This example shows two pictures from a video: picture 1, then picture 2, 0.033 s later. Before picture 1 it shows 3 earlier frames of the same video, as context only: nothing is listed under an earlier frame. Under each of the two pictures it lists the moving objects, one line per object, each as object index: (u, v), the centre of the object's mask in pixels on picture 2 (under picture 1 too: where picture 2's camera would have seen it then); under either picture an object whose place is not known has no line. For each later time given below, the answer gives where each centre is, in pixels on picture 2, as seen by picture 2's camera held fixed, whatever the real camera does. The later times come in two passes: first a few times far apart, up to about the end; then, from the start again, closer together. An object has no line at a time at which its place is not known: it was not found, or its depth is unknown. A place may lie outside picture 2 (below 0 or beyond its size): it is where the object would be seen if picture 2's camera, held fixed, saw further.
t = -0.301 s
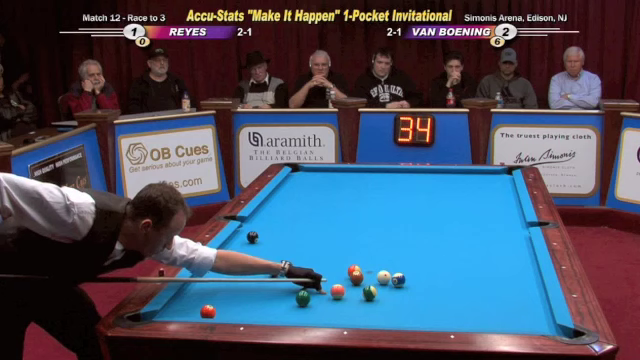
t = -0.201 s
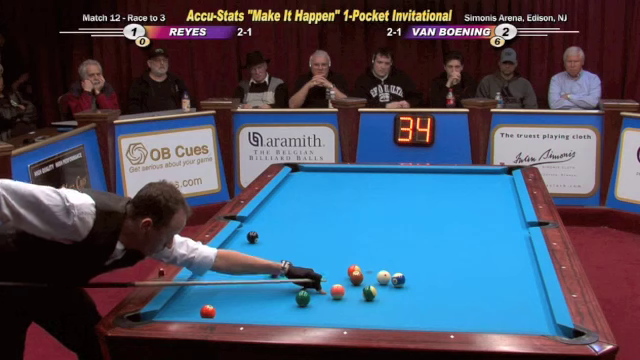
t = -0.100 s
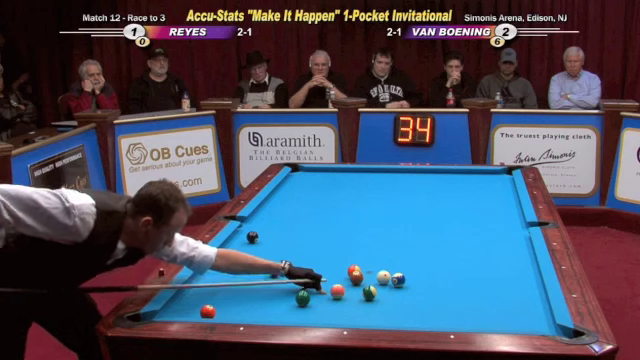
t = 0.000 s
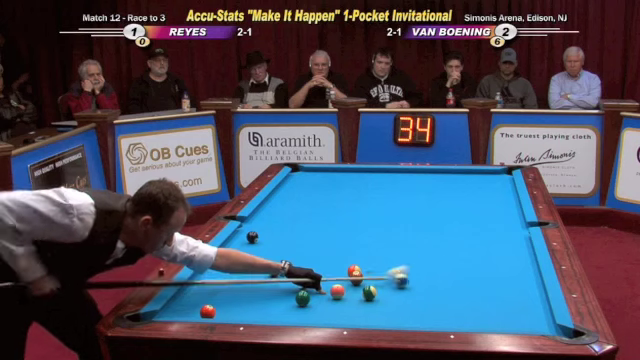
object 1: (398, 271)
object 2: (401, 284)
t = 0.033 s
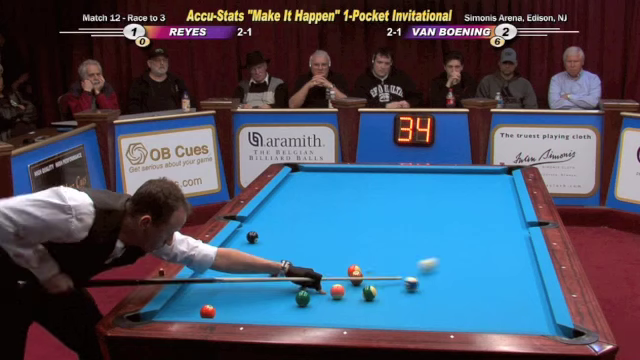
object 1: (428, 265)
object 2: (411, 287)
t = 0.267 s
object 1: (466, 228)
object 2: (473, 306)
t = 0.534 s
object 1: (352, 205)
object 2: (547, 327)
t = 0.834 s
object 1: (282, 187)
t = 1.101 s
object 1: (335, 180)
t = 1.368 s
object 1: (377, 173)
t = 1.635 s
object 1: (413, 172)
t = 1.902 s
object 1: (449, 177)
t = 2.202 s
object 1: (489, 183)
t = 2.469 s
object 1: (502, 188)
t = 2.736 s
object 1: (480, 194)
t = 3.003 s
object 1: (457, 199)
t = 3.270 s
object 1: (434, 205)
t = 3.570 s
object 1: (407, 211)
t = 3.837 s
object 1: (383, 217)
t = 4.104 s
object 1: (359, 222)
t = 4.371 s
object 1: (334, 228)
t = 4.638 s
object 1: (309, 234)
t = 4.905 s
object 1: (284, 240)
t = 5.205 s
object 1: (256, 246)
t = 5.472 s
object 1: (231, 252)
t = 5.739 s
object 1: (219, 257)
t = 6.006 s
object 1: (226, 262)
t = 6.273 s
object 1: (233, 266)
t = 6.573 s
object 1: (240, 270)
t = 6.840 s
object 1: (246, 273)
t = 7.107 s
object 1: (252, 277)
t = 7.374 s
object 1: (257, 280)
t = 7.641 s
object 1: (262, 282)
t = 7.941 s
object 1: (266, 285)
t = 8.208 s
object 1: (269, 287)
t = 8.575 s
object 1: (273, 290)
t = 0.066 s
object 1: (457, 256)
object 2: (421, 291)
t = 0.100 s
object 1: (484, 250)
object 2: (429, 294)
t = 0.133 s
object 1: (508, 243)
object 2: (439, 296)
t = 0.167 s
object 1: (524, 238)
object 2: (448, 300)
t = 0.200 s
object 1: (504, 234)
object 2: (456, 302)
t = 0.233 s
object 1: (484, 231)
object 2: (464, 305)
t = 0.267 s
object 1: (466, 228)
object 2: (473, 306)
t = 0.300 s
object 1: (448, 224)
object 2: (482, 308)
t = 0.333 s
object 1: (432, 221)
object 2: (490, 312)
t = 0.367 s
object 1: (416, 218)
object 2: (499, 316)
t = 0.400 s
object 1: (402, 215)
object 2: (507, 320)
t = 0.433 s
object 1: (389, 213)
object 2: (518, 322)
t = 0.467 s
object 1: (375, 210)
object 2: (527, 322)
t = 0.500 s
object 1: (363, 208)
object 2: (536, 324)
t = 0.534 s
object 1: (352, 205)
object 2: (547, 327)
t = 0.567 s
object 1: (342, 203)
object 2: (557, 331)
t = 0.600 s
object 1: (332, 201)
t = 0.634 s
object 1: (322, 199)
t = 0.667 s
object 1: (314, 197)
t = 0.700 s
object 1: (305, 195)
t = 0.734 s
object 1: (297, 193)
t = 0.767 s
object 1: (289, 191)
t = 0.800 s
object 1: (281, 189)
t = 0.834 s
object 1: (282, 187)
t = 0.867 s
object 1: (291, 186)
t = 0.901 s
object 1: (298, 186)
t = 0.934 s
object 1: (305, 185)
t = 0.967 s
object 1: (312, 182)
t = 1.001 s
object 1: (319, 184)
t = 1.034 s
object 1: (324, 182)
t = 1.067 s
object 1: (330, 181)
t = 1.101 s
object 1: (335, 180)
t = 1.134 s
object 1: (340, 179)
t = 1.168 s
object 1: (345, 178)
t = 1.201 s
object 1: (351, 177)
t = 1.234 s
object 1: (356, 176)
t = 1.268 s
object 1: (361, 175)
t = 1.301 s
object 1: (367, 174)
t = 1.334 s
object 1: (372, 174)
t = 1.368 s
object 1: (377, 173)
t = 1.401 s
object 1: (382, 172)
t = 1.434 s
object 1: (386, 171)
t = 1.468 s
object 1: (391, 170)
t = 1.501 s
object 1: (396, 169)
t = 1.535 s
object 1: (401, 170)
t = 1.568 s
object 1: (405, 170)
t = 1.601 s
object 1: (409, 171)
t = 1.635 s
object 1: (413, 172)
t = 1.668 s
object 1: (418, 173)
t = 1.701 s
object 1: (422, 173)
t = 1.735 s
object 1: (426, 174)
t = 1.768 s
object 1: (430, 174)
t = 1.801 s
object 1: (435, 175)
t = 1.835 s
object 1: (440, 176)
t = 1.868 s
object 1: (444, 176)
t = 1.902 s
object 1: (449, 177)
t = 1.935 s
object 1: (453, 178)
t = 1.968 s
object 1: (457, 179)
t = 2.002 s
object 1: (462, 180)
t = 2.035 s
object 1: (467, 180)
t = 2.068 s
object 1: (471, 180)
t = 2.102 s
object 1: (475, 181)
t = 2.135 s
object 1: (480, 182)
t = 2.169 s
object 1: (485, 183)
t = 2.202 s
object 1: (489, 183)
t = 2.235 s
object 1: (494, 184)
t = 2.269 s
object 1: (499, 185)
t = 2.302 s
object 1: (503, 185)
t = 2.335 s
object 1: (508, 186)
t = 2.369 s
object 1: (510, 186)
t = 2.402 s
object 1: (508, 187)
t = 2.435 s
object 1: (505, 188)
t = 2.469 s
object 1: (502, 188)
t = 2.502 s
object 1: (499, 189)
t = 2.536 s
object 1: (496, 190)
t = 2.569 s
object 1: (493, 190)
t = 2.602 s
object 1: (491, 191)
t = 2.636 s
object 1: (488, 192)
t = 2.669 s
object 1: (485, 193)
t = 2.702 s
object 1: (483, 193)
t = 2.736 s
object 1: (480, 194)
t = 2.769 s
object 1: (477, 195)
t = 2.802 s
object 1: (474, 195)
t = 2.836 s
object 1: (471, 196)
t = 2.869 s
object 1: (468, 197)
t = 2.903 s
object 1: (465, 197)
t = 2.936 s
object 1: (463, 198)
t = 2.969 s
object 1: (460, 199)
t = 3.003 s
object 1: (457, 199)
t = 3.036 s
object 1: (454, 200)
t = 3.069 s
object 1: (451, 201)
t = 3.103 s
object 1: (448, 201)
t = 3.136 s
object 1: (445, 202)
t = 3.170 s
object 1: (442, 203)
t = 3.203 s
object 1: (440, 204)
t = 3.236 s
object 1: (436, 204)
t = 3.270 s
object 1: (434, 205)
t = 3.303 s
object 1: (431, 206)
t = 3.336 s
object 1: (427, 206)
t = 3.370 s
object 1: (425, 207)
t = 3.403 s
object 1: (422, 207)
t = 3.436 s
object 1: (419, 208)
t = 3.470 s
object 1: (416, 209)
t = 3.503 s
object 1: (413, 209)
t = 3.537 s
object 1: (410, 210)
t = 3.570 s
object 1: (407, 211)
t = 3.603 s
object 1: (404, 212)
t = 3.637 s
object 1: (401, 212)
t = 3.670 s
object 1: (398, 213)
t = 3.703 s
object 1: (395, 214)
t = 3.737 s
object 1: (392, 214)
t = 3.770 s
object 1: (389, 215)
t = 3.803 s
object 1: (386, 216)
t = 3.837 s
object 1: (383, 217)
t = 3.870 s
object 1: (380, 217)
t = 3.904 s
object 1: (377, 218)
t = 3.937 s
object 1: (374, 219)
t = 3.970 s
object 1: (371, 219)
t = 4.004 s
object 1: (368, 220)
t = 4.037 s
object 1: (365, 221)
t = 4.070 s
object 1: (362, 222)
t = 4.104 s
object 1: (359, 222)
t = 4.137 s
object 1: (355, 223)
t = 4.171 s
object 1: (353, 224)
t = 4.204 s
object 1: (349, 225)
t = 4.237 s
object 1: (346, 225)
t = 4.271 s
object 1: (343, 226)
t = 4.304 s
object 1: (340, 227)
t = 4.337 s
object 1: (337, 228)
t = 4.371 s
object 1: (334, 228)
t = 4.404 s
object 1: (331, 229)
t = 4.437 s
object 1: (328, 230)
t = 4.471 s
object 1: (325, 230)
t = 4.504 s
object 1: (322, 231)
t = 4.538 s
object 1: (319, 232)
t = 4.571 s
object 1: (315, 233)
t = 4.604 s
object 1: (312, 233)
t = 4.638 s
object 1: (309, 234)
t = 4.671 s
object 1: (306, 235)
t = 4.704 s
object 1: (303, 235)
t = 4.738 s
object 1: (300, 236)
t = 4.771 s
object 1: (297, 237)
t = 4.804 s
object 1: (294, 238)
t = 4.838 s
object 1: (291, 238)
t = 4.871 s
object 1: (287, 239)
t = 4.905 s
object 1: (284, 240)
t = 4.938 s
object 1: (281, 240)
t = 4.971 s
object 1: (278, 241)
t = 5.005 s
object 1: (275, 242)
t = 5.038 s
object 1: (272, 243)
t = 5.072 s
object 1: (269, 243)
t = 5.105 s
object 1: (265, 244)
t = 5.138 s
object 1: (262, 245)
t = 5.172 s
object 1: (259, 246)
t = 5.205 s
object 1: (256, 246)
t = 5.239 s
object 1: (253, 247)
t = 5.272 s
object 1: (249, 248)
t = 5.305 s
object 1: (247, 249)
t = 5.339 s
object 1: (244, 249)
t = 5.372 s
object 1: (241, 250)
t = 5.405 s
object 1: (237, 251)
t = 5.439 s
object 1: (234, 252)
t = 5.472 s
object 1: (231, 252)
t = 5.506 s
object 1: (228, 253)
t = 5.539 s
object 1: (225, 254)
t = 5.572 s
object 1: (221, 254)
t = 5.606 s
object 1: (218, 255)
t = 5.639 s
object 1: (217, 256)
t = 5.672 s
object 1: (217, 256)
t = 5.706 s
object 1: (218, 257)
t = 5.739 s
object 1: (219, 257)
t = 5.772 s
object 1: (219, 258)
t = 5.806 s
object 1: (221, 258)
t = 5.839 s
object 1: (221, 259)
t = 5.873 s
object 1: (222, 259)
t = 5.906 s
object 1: (224, 260)
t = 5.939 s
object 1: (225, 261)
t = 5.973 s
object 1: (225, 261)
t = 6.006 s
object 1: (226, 262)
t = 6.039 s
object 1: (227, 262)
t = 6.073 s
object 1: (228, 263)
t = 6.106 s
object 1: (229, 263)
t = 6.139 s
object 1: (230, 264)
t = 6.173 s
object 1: (231, 264)
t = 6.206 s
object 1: (231, 265)
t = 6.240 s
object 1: (232, 265)
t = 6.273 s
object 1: (233, 266)
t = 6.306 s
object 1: (234, 266)
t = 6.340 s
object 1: (235, 267)
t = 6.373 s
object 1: (236, 267)
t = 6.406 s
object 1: (236, 268)
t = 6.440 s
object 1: (237, 268)
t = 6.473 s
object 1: (238, 269)
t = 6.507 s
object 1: (239, 269)
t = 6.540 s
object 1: (240, 270)
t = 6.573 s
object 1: (240, 270)
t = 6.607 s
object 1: (241, 271)
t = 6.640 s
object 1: (242, 271)
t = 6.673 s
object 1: (243, 271)
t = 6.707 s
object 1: (244, 272)
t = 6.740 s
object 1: (244, 272)
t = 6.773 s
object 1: (245, 272)
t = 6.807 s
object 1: (246, 273)
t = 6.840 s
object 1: (246, 273)
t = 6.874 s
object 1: (247, 274)
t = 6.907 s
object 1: (248, 274)
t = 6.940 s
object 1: (248, 274)
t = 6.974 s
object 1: (249, 275)
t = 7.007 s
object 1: (250, 275)
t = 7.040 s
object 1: (251, 276)
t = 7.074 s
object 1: (251, 276)
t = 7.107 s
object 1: (252, 277)
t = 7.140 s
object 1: (253, 277)
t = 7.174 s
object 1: (254, 277)
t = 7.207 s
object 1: (254, 278)
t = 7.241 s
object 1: (254, 278)
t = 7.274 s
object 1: (255, 278)
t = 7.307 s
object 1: (256, 279)
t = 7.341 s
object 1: (257, 279)
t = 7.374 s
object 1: (257, 280)
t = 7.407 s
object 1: (258, 280)
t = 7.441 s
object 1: (259, 280)
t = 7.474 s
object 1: (260, 281)
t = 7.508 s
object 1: (260, 281)
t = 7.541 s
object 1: (261, 281)
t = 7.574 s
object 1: (261, 281)
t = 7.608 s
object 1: (261, 282)
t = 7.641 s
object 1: (262, 282)
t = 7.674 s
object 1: (263, 282)
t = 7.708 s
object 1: (263, 283)
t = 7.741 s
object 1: (263, 283)
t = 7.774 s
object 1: (264, 283)
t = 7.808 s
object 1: (264, 284)
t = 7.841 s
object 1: (266, 284)
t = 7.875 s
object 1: (265, 284)
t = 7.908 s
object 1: (266, 285)
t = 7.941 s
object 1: (266, 285)
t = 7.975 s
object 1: (266, 285)
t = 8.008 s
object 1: (267, 286)
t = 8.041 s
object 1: (267, 286)
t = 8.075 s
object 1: (268, 286)
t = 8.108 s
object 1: (268, 287)
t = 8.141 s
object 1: (269, 287)
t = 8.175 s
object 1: (269, 287)
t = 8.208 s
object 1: (269, 287)
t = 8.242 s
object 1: (270, 288)
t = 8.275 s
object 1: (270, 288)
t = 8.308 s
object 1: (270, 288)
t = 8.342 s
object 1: (270, 288)
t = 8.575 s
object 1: (273, 290)
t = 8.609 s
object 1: (274, 290)
